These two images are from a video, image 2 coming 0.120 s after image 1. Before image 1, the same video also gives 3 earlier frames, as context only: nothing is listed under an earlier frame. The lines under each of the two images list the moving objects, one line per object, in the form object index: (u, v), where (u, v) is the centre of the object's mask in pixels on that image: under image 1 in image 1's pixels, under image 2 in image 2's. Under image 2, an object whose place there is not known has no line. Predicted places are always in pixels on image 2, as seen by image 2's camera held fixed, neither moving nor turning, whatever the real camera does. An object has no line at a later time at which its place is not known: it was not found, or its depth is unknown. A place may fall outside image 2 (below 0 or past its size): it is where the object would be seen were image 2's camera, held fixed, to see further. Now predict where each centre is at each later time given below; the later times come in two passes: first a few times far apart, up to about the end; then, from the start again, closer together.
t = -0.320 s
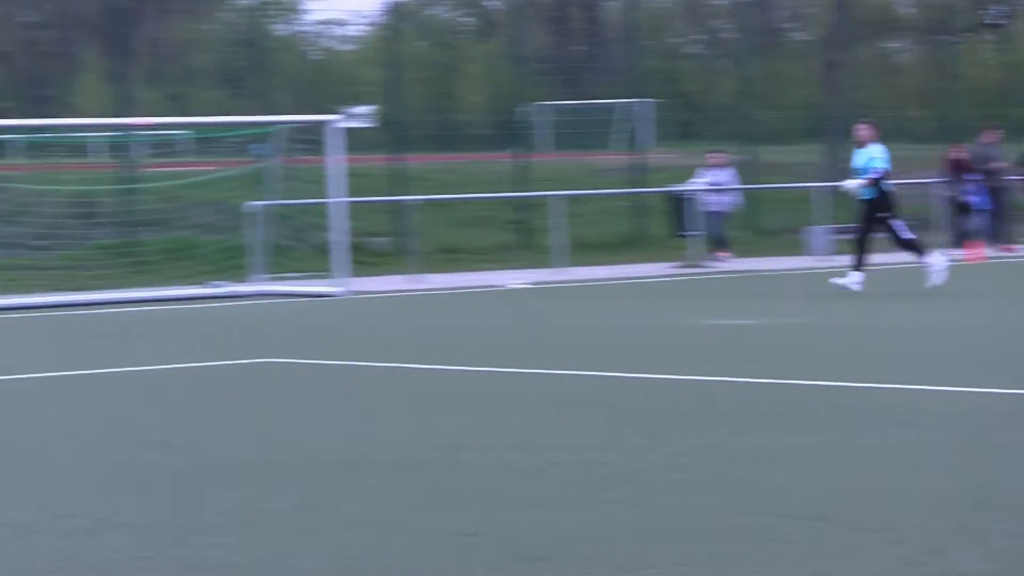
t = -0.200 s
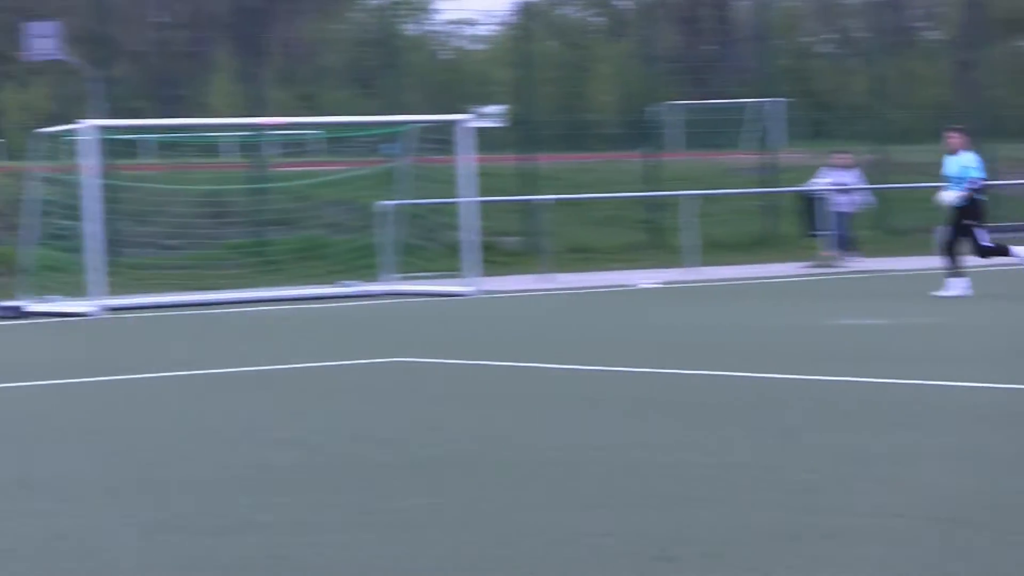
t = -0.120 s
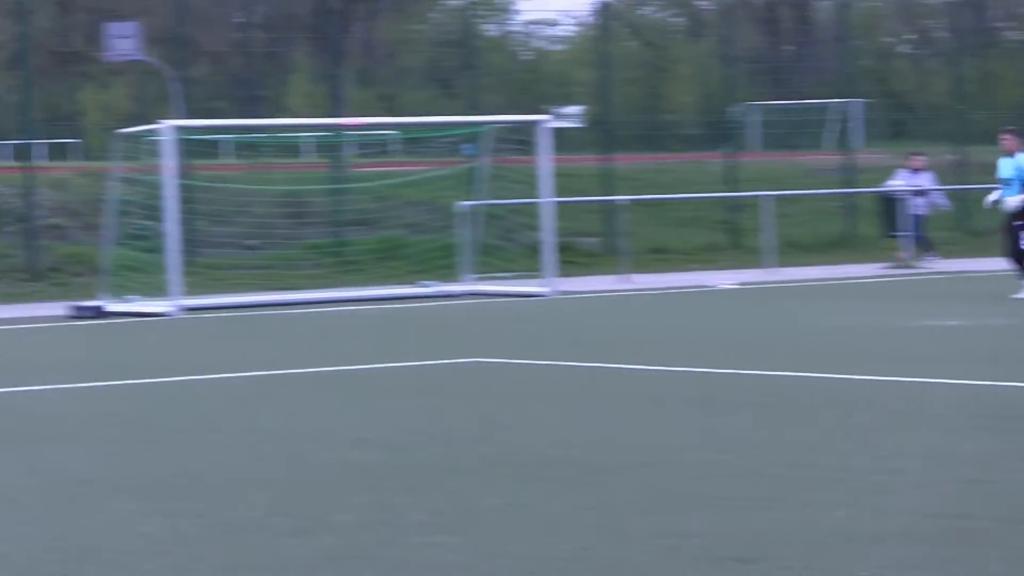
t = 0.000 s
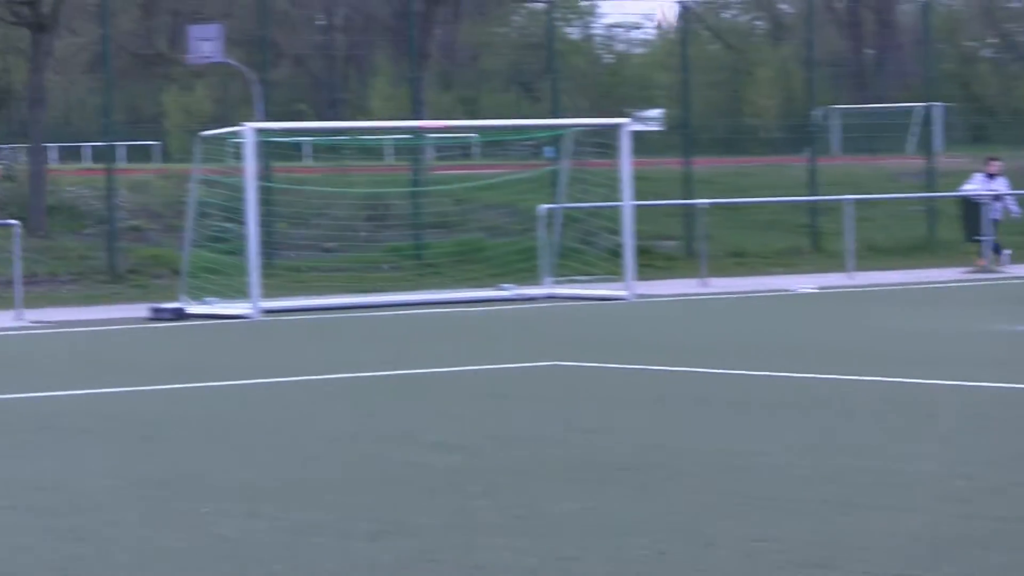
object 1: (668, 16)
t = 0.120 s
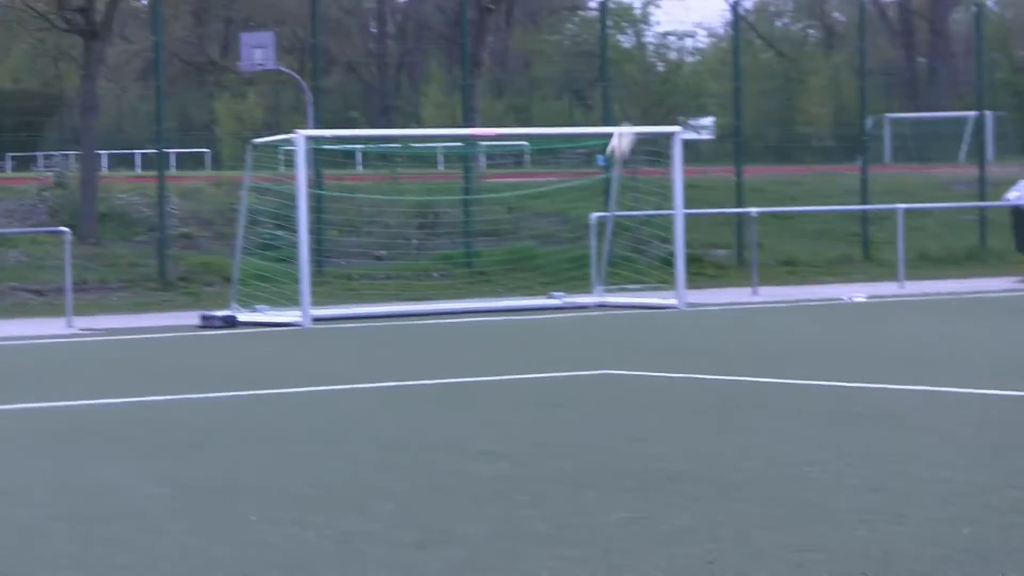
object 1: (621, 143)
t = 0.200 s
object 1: (555, 227)
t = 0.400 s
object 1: (461, 255)
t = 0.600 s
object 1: (435, 130)
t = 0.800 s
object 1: (408, 46)
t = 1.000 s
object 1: (381, 5)
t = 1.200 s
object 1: (356, 5)
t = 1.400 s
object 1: (330, 50)
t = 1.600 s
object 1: (309, 135)
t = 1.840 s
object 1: (282, 297)
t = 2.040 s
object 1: (247, 262)
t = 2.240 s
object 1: (206, 188)
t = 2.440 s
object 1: (166, 158)
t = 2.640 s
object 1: (126, 169)
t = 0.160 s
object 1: (589, 182)
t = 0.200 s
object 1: (555, 227)
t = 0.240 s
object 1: (522, 271)
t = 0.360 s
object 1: (465, 284)
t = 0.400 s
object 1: (461, 255)
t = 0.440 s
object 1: (456, 228)
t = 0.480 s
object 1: (451, 199)
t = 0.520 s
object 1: (446, 174)
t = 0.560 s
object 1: (440, 152)
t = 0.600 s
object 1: (435, 130)
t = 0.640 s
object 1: (430, 111)
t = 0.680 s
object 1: (424, 91)
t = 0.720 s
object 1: (419, 75)
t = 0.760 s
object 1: (413, 59)
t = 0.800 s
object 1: (408, 46)
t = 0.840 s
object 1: (402, 35)
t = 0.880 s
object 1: (398, 25)
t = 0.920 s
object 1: (392, 17)
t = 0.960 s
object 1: (387, 9)
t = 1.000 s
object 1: (381, 5)
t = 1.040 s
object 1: (376, 2)
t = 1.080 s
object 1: (371, 0)
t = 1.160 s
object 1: (361, 1)
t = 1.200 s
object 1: (356, 5)
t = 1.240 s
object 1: (351, 11)
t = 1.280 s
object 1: (345, 18)
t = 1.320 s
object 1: (340, 26)
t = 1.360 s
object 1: (335, 37)
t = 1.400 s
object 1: (330, 50)
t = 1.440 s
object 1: (326, 64)
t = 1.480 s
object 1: (321, 80)
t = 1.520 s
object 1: (316, 97)
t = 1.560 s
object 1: (312, 116)
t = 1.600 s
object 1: (309, 135)
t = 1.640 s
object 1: (302, 159)
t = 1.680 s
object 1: (299, 184)
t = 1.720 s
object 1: (294, 209)
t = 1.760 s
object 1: (289, 237)
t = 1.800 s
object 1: (287, 265)
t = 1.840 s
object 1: (282, 297)
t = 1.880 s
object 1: (279, 331)
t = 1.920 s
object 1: (274, 331)
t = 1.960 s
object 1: (265, 303)
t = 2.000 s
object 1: (256, 282)
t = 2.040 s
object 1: (247, 262)
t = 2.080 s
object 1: (239, 245)
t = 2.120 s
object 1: (231, 229)
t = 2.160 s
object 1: (222, 213)
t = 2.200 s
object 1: (214, 201)
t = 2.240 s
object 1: (206, 188)
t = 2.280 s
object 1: (198, 179)
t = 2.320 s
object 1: (190, 172)
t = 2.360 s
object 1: (183, 166)
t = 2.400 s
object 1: (175, 161)
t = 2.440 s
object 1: (166, 158)
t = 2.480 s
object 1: (158, 157)
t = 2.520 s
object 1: (150, 158)
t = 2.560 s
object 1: (142, 160)
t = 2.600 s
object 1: (134, 163)
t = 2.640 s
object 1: (126, 169)
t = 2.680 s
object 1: (118, 176)
